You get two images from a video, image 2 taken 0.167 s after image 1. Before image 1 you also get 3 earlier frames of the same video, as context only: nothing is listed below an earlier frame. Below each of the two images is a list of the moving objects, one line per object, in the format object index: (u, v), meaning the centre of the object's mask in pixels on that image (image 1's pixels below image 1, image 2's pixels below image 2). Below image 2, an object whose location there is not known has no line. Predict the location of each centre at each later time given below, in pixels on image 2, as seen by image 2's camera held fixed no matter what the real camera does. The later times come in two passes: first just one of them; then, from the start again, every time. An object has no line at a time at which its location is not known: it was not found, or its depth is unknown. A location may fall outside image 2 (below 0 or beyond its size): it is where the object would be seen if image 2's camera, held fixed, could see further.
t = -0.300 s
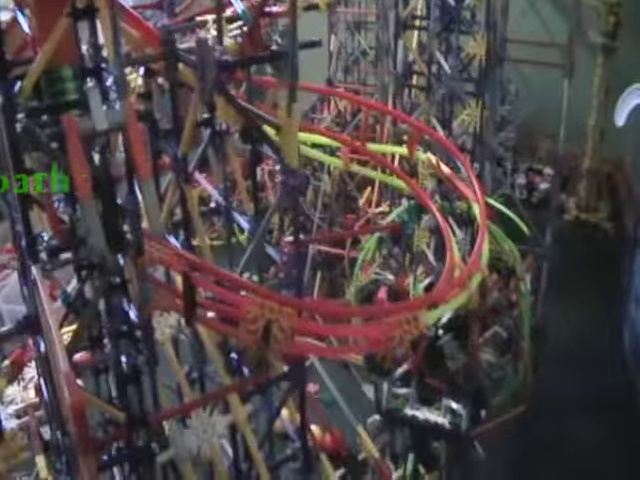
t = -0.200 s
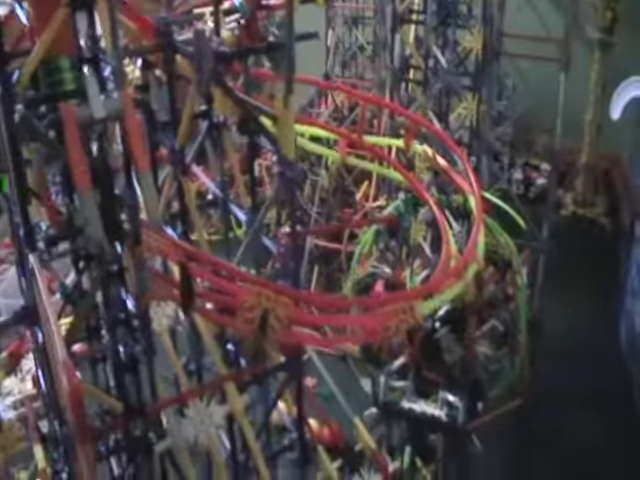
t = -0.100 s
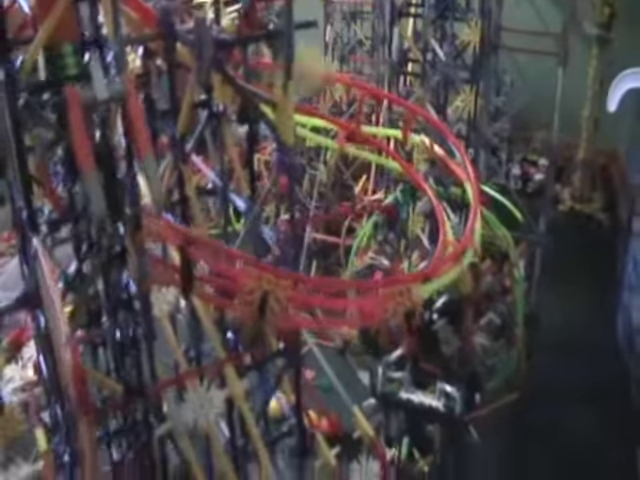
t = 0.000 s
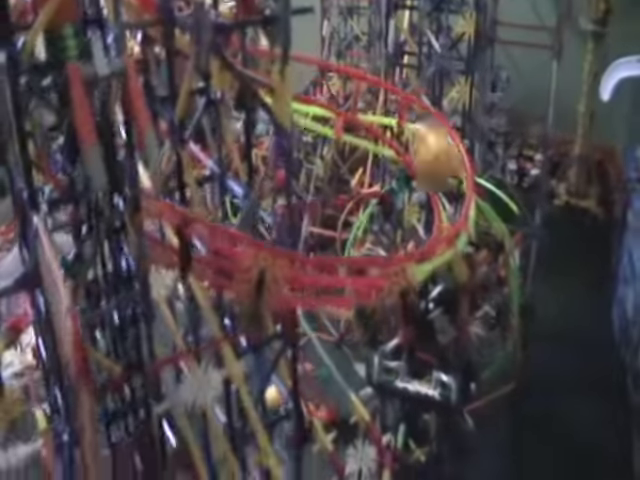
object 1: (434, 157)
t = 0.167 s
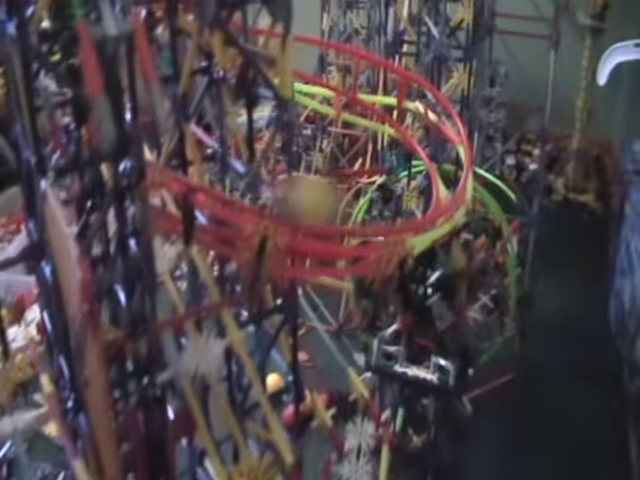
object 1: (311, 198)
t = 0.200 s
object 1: (274, 190)
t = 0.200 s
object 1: (274, 190)
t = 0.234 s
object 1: (238, 179)
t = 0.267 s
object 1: (211, 168)
